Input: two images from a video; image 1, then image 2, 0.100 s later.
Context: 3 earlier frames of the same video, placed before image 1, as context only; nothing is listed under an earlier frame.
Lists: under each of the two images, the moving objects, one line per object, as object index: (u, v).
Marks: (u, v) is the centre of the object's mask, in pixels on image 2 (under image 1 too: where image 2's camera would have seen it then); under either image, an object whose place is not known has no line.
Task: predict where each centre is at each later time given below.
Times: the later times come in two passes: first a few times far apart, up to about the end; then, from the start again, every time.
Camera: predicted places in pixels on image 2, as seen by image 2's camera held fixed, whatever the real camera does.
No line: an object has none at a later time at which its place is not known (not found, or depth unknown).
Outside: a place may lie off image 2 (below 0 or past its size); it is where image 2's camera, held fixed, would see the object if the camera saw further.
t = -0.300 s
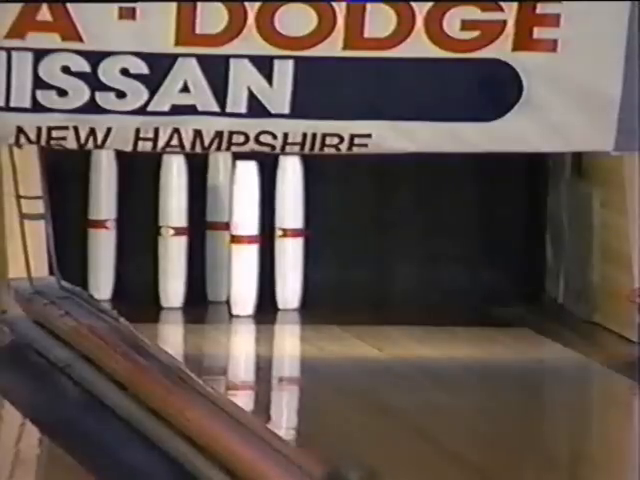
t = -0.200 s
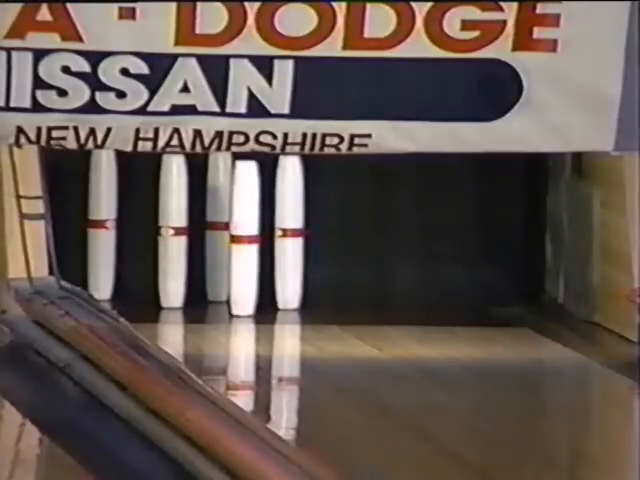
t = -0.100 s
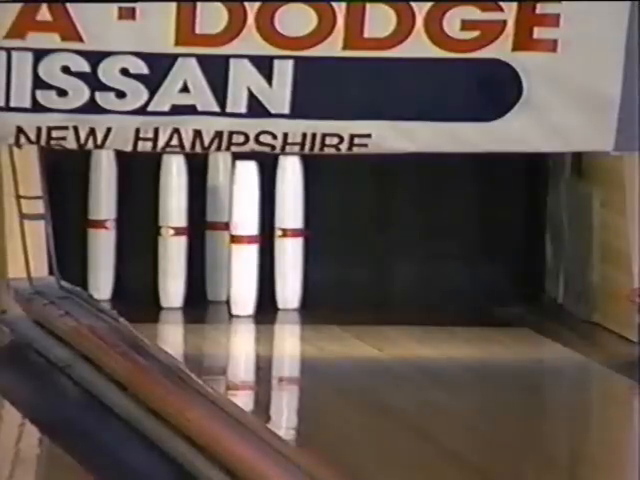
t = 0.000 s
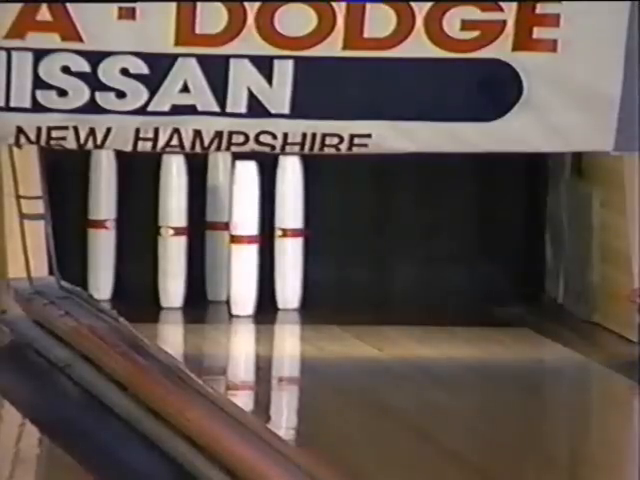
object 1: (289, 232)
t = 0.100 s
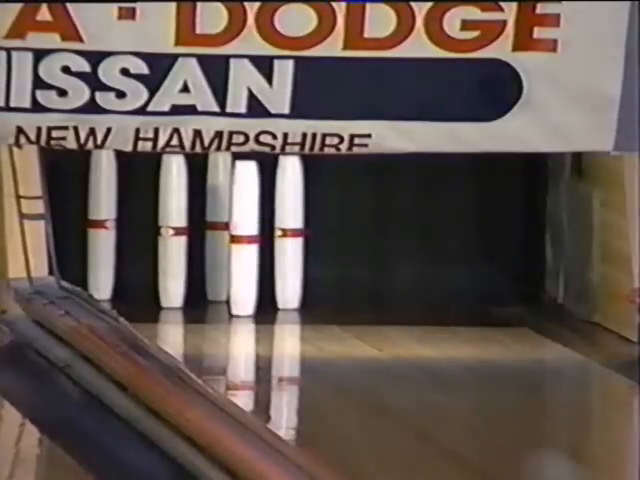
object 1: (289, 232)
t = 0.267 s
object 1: (289, 232)
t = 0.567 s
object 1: (308, 229)
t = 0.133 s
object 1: (289, 233)
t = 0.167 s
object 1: (289, 232)
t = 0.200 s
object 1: (289, 232)
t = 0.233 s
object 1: (289, 232)
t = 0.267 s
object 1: (289, 232)
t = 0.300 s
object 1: (289, 233)
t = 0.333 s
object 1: (289, 232)
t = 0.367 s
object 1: (289, 232)
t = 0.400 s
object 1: (289, 231)
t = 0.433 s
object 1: (289, 223)
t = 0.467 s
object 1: (290, 228)
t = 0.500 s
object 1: (290, 223)
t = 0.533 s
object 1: (293, 235)
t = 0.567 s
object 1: (308, 229)
